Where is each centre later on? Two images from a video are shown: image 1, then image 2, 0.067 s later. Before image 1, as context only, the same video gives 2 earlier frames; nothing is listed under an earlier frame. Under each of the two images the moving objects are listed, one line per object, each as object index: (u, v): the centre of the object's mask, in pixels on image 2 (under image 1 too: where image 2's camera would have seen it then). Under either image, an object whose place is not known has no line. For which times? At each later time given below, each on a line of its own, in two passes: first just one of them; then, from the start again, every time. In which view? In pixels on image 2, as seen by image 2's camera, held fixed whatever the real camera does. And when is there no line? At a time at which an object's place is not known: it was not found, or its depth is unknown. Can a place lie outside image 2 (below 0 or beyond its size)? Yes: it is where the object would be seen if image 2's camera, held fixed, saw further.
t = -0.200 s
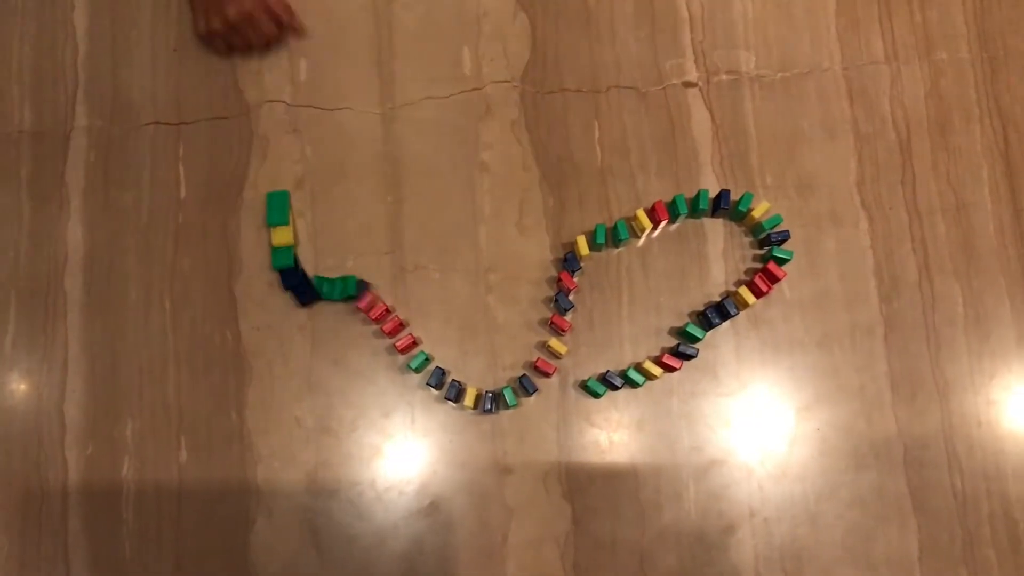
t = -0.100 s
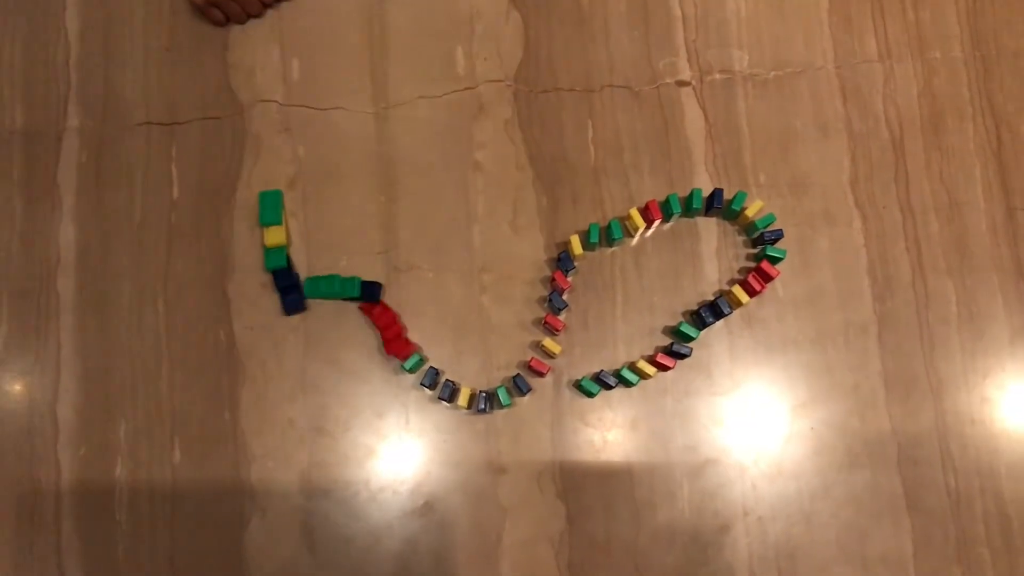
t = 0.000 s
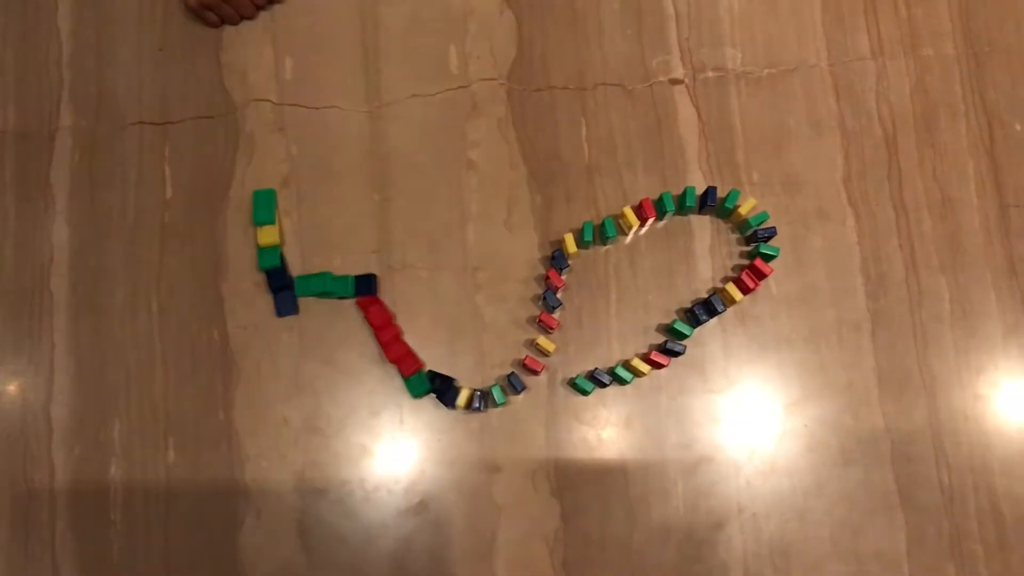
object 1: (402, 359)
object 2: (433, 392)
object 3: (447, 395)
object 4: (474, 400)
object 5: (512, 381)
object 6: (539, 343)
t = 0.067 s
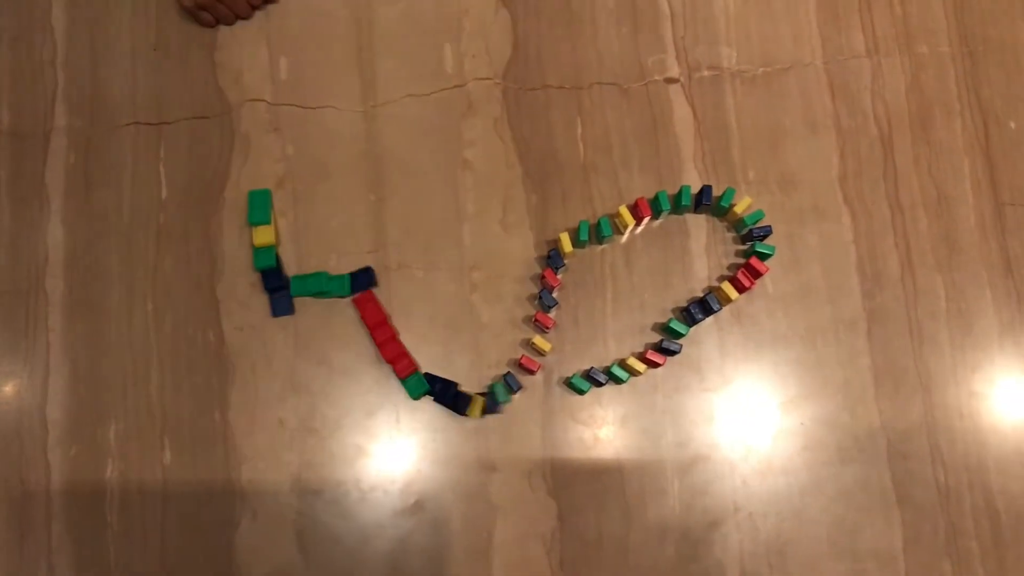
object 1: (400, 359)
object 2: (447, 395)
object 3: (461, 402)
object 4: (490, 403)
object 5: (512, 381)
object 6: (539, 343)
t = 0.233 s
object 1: (405, 366)
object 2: (446, 397)
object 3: (463, 403)
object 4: (505, 422)
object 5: (541, 366)
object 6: (552, 324)
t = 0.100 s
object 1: (399, 358)
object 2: (450, 397)
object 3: (462, 402)
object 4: (499, 405)
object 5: (517, 376)
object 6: (539, 344)
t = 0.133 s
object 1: (405, 367)
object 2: (450, 398)
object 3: (464, 403)
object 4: (504, 410)
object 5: (523, 373)
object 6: (540, 343)
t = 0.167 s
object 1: (405, 366)
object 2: (453, 397)
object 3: (463, 403)
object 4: (504, 415)
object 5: (533, 366)
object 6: (543, 336)
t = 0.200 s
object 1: (405, 366)
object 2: (446, 397)
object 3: (464, 403)
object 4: (504, 418)
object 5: (538, 366)
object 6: (550, 327)
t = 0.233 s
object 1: (405, 366)
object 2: (446, 397)
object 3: (463, 403)
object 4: (505, 422)
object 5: (541, 366)
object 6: (552, 324)
